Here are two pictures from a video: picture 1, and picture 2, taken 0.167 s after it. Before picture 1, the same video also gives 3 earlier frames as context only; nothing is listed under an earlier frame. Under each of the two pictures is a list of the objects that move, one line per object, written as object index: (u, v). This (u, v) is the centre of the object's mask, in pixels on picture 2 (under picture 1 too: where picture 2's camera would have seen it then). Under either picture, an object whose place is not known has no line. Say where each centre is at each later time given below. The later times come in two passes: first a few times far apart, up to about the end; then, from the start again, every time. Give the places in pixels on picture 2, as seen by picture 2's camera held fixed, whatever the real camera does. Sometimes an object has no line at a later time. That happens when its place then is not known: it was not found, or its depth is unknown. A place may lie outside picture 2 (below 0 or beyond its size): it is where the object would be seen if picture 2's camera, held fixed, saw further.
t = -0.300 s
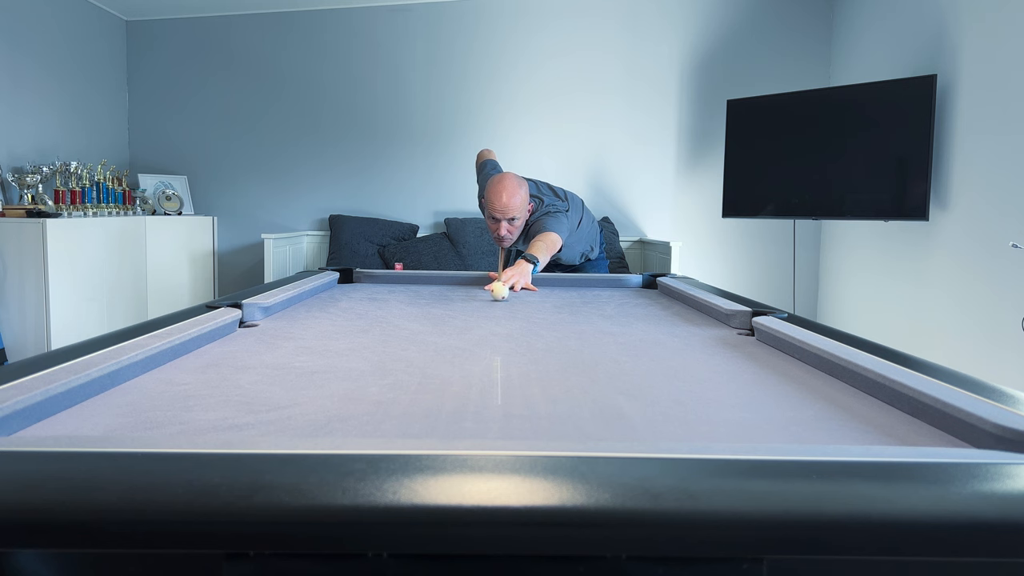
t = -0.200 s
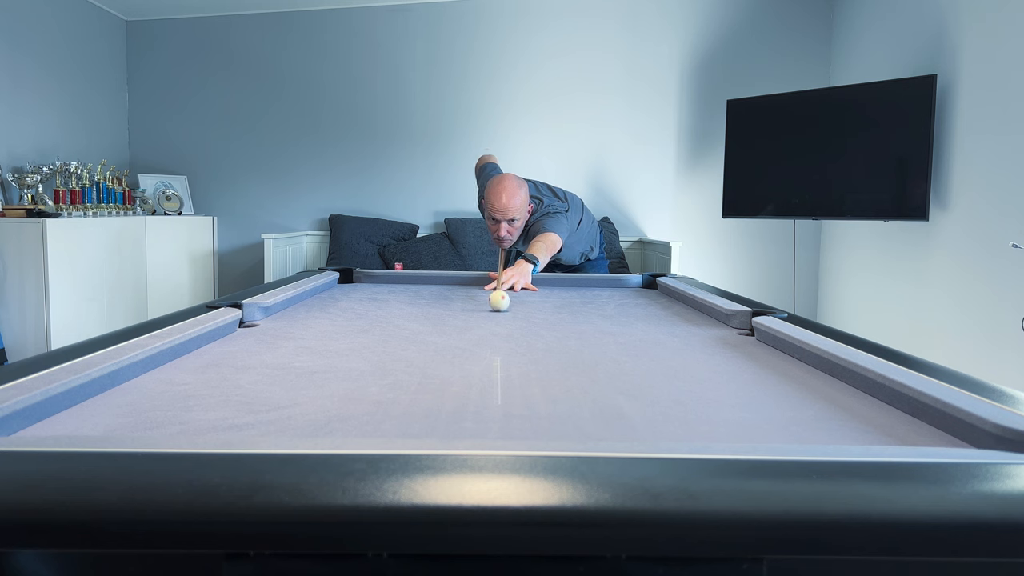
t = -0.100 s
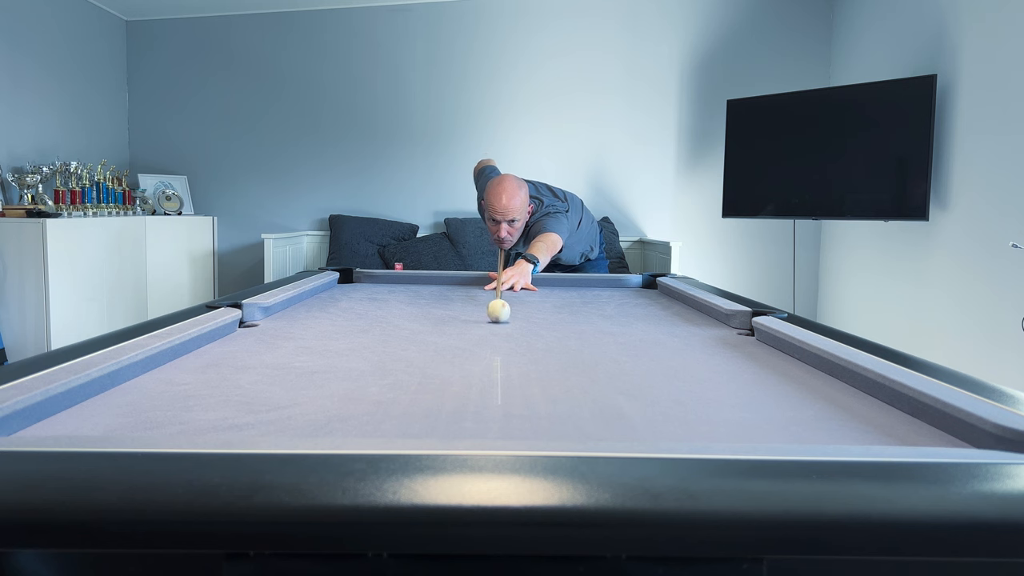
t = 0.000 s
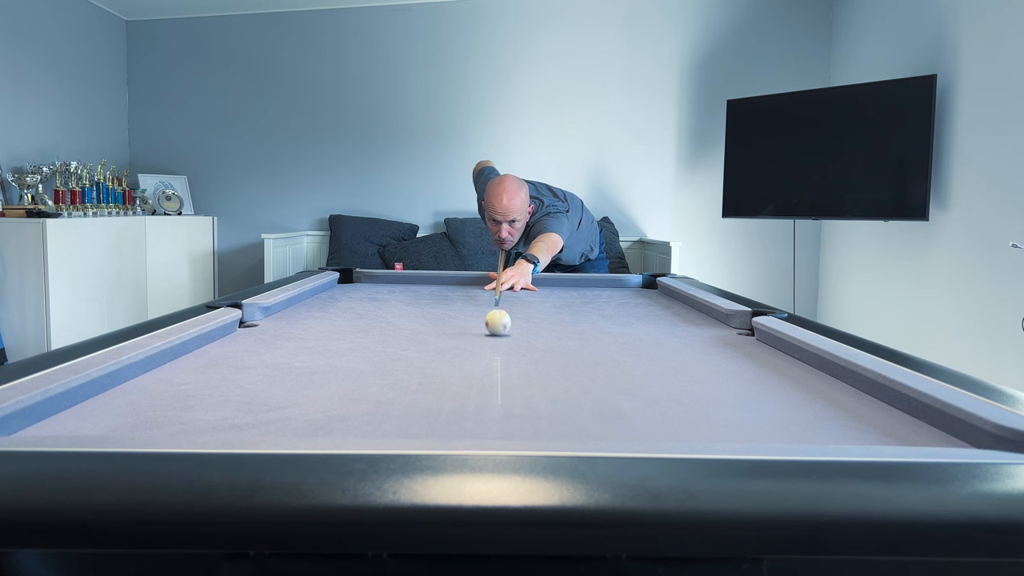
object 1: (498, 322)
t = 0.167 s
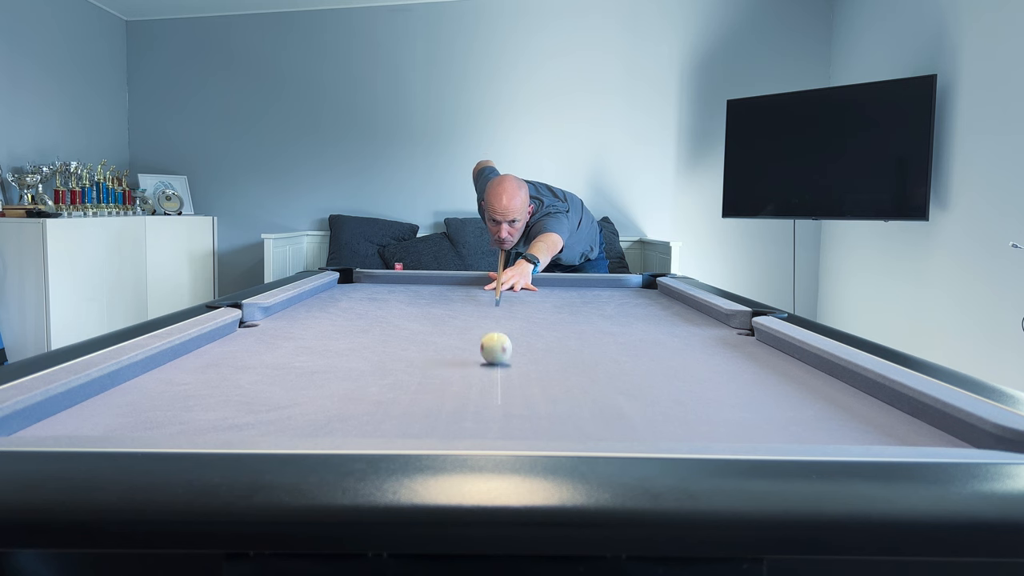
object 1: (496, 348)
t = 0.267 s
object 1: (494, 370)
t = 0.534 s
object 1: (488, 421)
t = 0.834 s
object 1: (483, 361)
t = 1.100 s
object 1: (481, 330)
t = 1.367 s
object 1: (479, 310)
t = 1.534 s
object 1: (479, 301)
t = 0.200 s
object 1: (495, 355)
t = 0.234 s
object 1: (495, 362)
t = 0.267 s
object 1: (494, 370)
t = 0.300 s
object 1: (494, 379)
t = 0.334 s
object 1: (493, 389)
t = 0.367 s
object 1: (493, 400)
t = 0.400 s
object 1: (492, 413)
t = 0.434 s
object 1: (491, 422)
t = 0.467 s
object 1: (491, 429)
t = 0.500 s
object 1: (490, 427)
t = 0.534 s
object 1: (488, 421)
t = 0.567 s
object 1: (487, 414)
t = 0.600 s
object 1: (487, 406)
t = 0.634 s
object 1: (486, 398)
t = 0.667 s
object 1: (485, 391)
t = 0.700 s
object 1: (485, 384)
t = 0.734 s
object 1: (484, 378)
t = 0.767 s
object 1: (484, 372)
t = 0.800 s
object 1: (484, 366)
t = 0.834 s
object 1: (483, 361)
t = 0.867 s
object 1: (483, 357)
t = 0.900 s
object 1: (483, 352)
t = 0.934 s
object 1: (482, 348)
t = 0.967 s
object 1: (482, 344)
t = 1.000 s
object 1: (481, 340)
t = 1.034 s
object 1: (481, 337)
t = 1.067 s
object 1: (481, 333)
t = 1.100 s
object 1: (481, 330)
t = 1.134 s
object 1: (480, 327)
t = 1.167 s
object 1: (480, 324)
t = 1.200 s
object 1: (480, 322)
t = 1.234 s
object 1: (480, 319)
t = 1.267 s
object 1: (480, 317)
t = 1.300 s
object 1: (479, 315)
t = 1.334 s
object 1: (480, 312)
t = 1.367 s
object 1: (479, 310)
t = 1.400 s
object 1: (479, 309)
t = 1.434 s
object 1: (479, 307)
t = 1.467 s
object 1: (479, 305)
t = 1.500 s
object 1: (479, 303)
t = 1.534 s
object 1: (479, 301)
